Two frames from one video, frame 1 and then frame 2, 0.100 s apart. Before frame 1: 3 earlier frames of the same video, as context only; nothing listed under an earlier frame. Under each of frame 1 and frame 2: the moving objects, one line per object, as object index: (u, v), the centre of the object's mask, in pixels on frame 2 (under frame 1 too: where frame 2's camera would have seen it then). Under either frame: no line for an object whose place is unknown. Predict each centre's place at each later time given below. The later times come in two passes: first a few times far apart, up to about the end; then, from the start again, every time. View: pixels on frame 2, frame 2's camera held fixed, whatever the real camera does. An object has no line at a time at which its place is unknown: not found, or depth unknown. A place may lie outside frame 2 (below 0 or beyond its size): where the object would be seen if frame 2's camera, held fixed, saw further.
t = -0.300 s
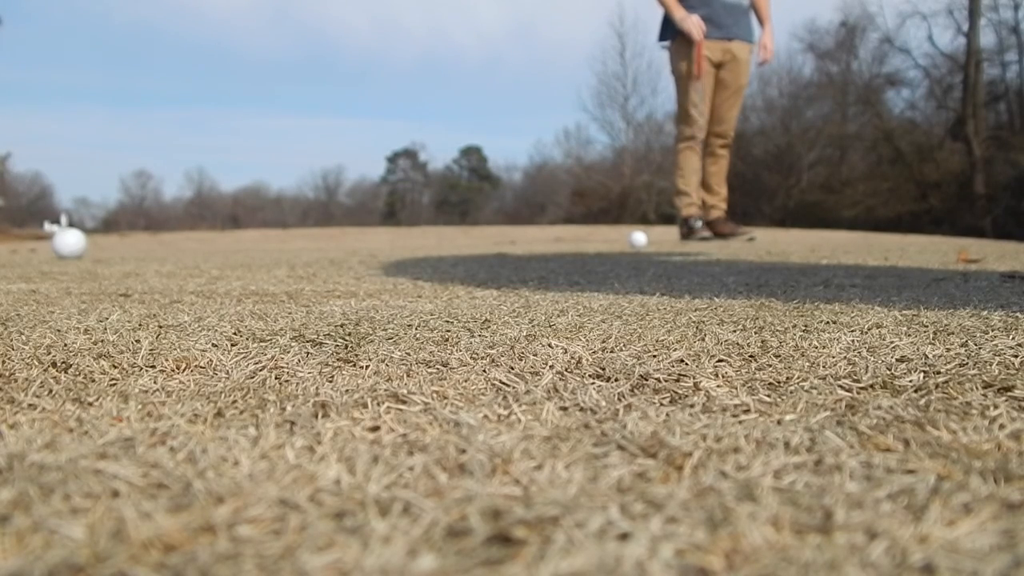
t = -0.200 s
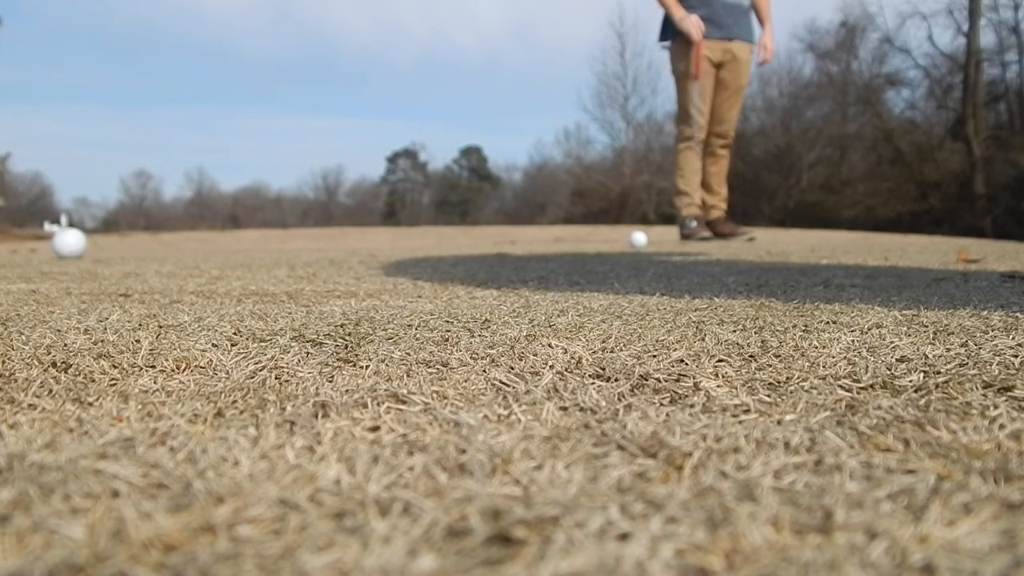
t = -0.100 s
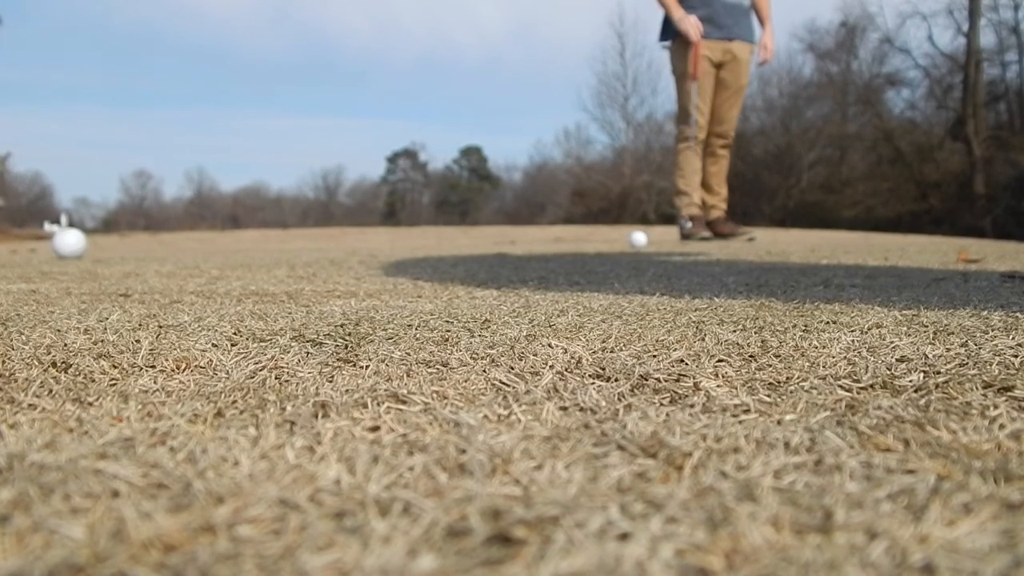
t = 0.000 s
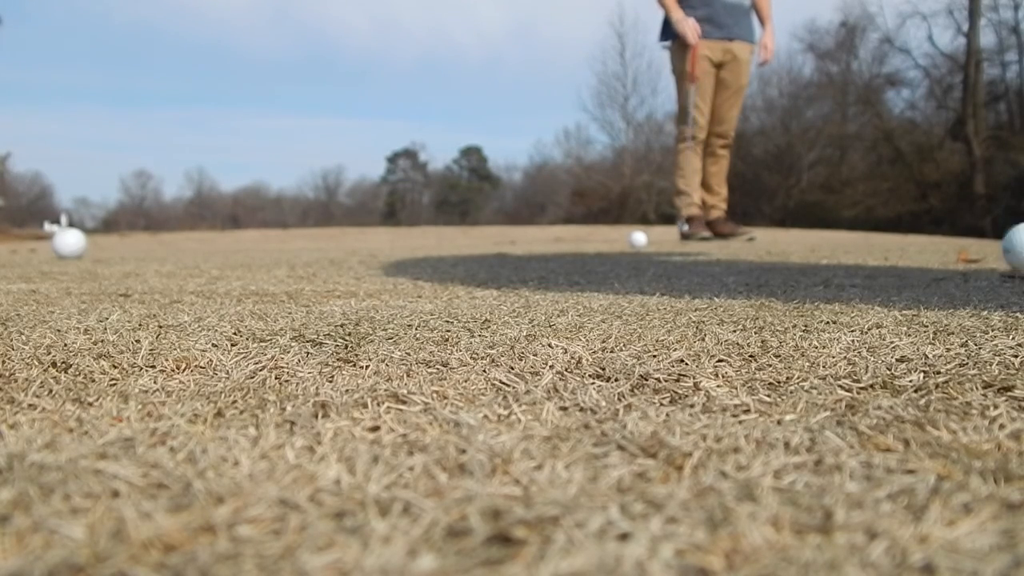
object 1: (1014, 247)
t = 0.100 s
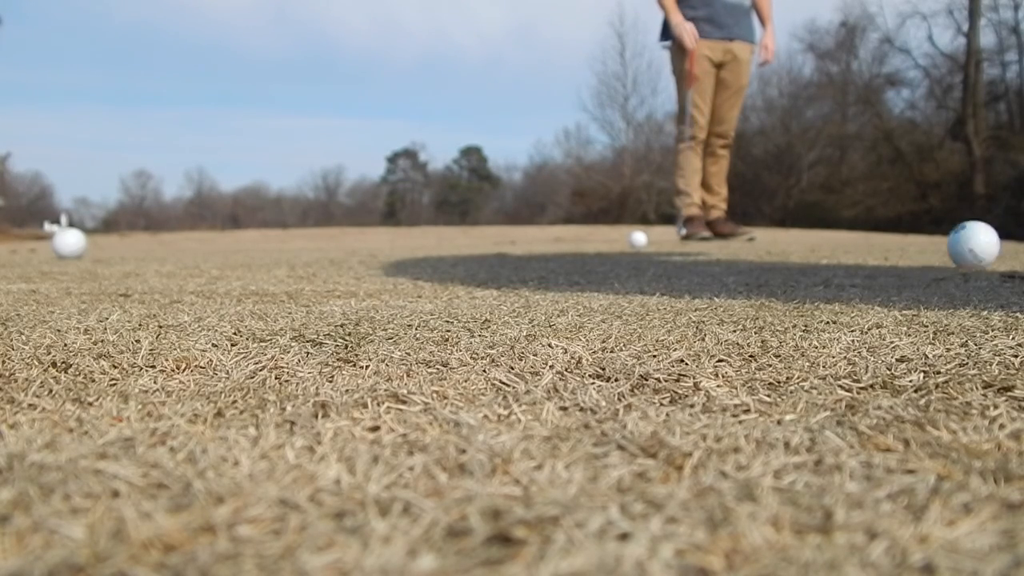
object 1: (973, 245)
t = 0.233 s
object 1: (913, 243)
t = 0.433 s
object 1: (846, 244)
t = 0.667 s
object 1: (798, 244)
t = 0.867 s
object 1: (767, 244)
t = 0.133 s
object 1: (957, 245)
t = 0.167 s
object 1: (941, 244)
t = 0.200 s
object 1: (926, 243)
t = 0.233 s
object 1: (913, 243)
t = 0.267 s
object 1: (900, 243)
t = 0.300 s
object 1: (889, 243)
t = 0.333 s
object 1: (877, 243)
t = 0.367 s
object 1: (866, 244)
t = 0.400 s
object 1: (856, 243)
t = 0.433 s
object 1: (846, 244)
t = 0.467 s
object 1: (838, 243)
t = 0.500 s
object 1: (831, 243)
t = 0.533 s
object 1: (824, 243)
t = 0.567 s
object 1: (818, 243)
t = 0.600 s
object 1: (811, 243)
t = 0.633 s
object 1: (805, 243)
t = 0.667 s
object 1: (798, 244)
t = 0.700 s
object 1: (793, 244)
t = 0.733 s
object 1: (787, 244)
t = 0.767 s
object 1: (781, 244)
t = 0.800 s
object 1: (776, 244)
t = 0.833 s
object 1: (771, 244)
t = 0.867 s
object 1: (767, 244)
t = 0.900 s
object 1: (764, 244)
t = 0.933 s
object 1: (761, 244)
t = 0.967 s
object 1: (758, 244)
